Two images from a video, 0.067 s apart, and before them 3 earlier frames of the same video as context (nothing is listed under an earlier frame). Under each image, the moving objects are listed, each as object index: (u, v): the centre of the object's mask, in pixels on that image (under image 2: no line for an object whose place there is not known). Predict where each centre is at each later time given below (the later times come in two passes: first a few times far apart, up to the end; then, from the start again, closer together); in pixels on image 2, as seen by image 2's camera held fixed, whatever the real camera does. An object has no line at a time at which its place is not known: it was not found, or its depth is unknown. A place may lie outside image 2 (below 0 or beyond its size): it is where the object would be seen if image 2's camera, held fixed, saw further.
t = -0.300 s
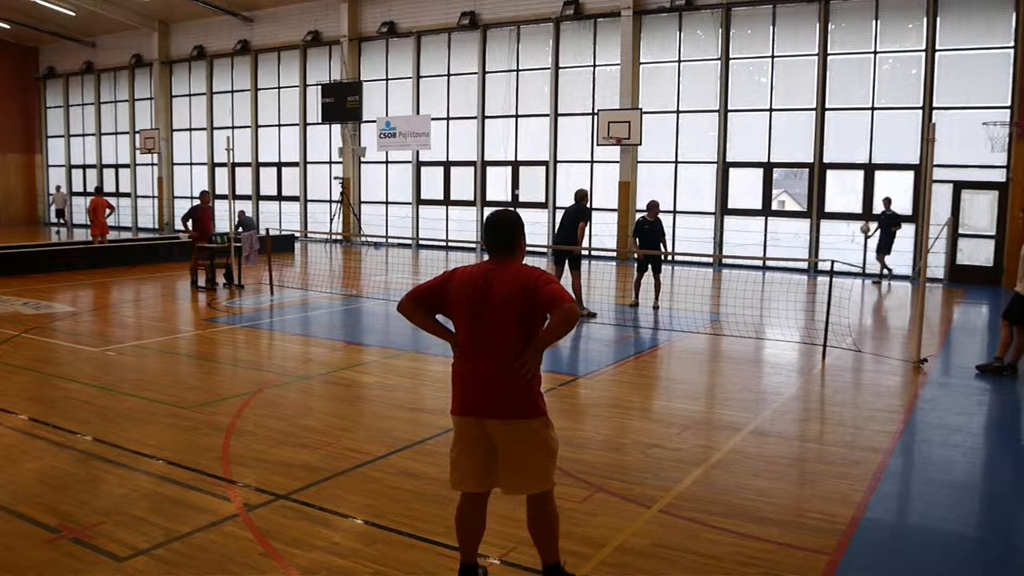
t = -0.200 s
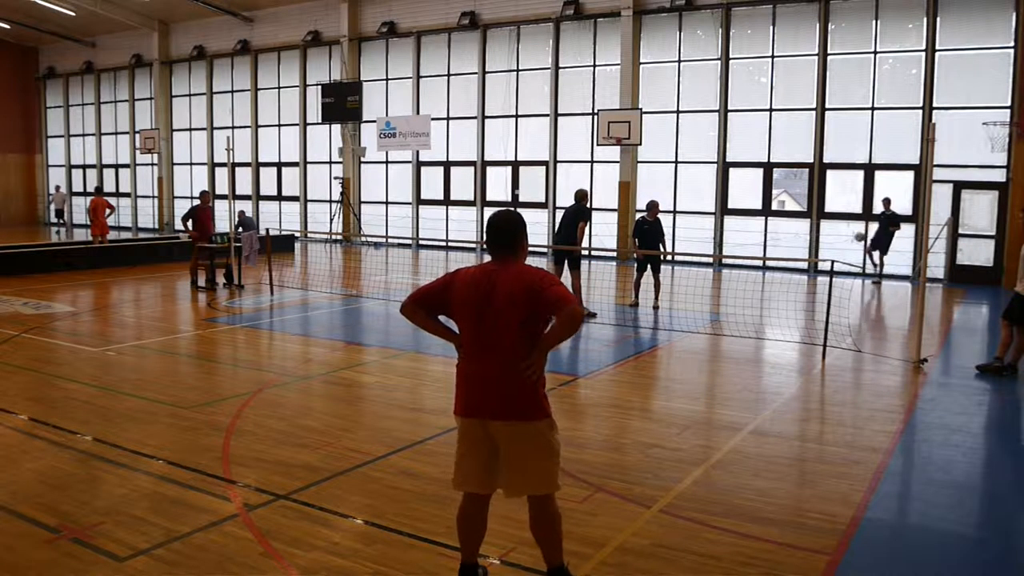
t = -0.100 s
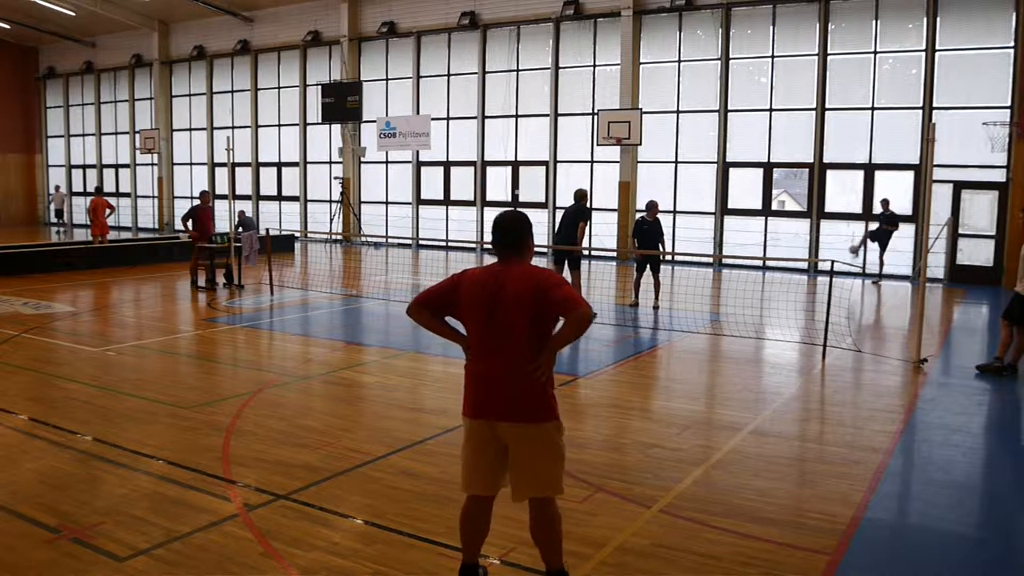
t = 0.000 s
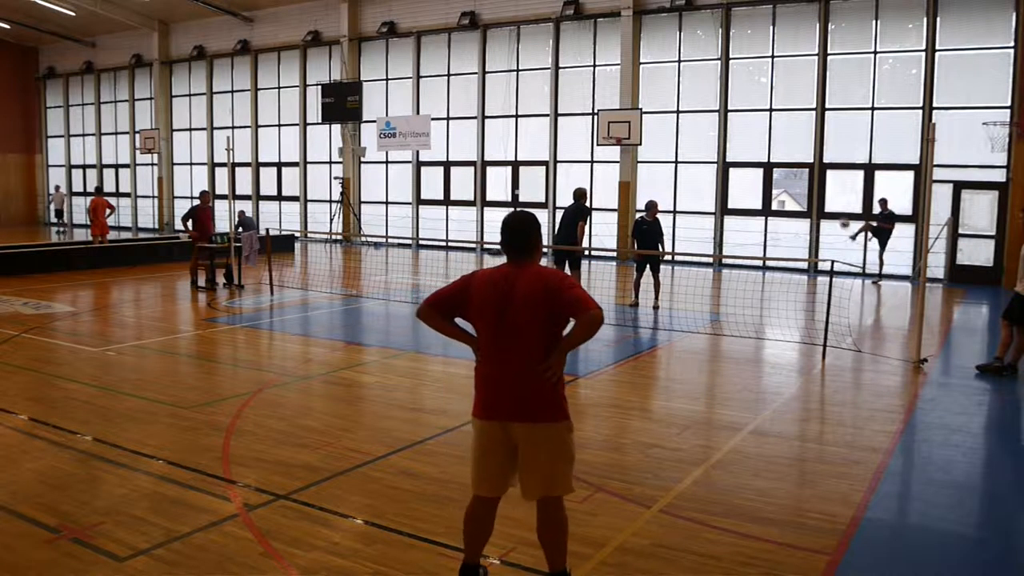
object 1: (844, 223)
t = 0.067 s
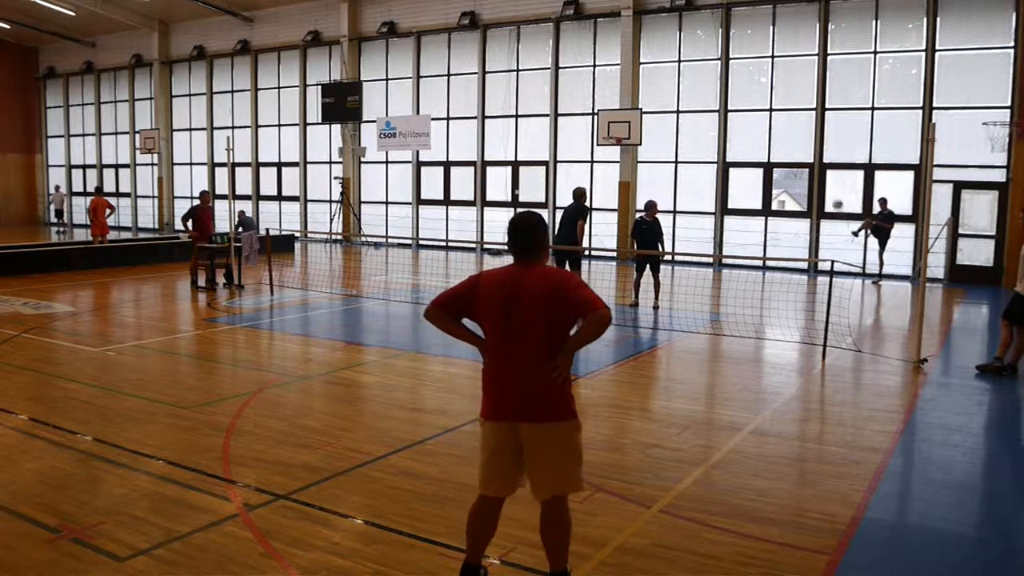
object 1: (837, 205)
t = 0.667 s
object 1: (733, 115)
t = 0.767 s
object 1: (705, 124)
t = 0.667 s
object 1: (733, 115)
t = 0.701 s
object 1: (724, 117)
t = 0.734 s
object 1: (715, 120)
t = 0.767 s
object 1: (705, 124)
